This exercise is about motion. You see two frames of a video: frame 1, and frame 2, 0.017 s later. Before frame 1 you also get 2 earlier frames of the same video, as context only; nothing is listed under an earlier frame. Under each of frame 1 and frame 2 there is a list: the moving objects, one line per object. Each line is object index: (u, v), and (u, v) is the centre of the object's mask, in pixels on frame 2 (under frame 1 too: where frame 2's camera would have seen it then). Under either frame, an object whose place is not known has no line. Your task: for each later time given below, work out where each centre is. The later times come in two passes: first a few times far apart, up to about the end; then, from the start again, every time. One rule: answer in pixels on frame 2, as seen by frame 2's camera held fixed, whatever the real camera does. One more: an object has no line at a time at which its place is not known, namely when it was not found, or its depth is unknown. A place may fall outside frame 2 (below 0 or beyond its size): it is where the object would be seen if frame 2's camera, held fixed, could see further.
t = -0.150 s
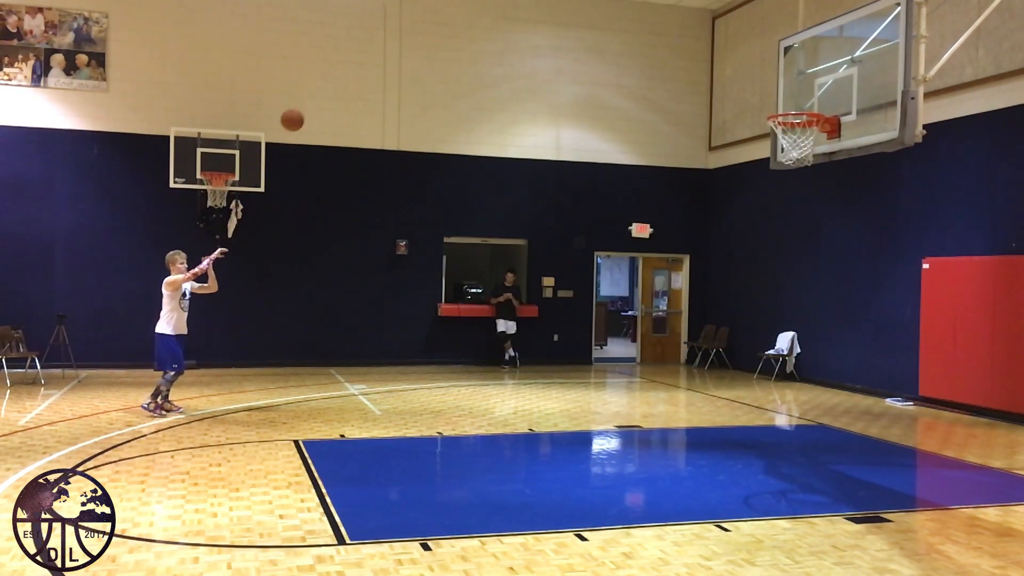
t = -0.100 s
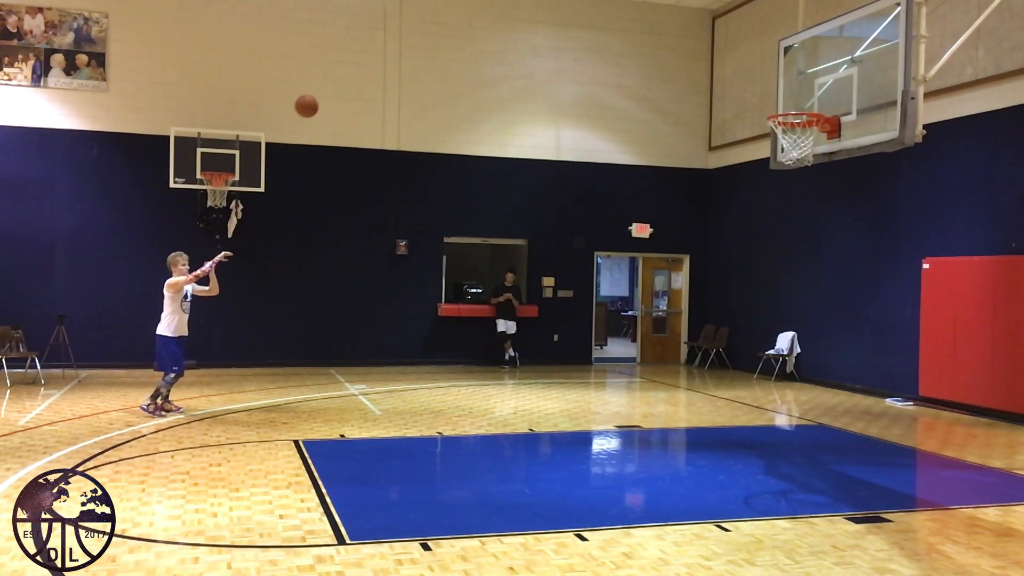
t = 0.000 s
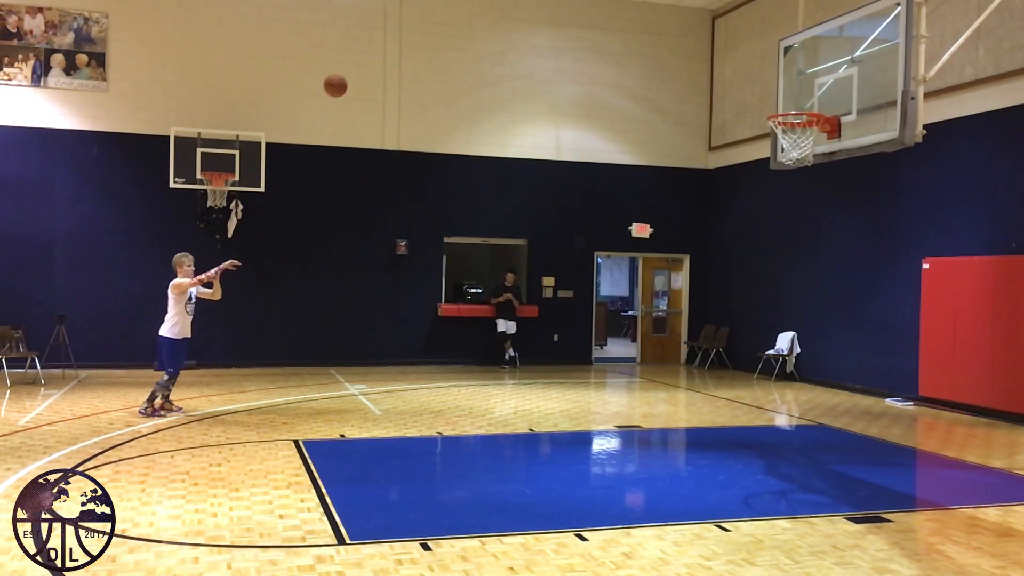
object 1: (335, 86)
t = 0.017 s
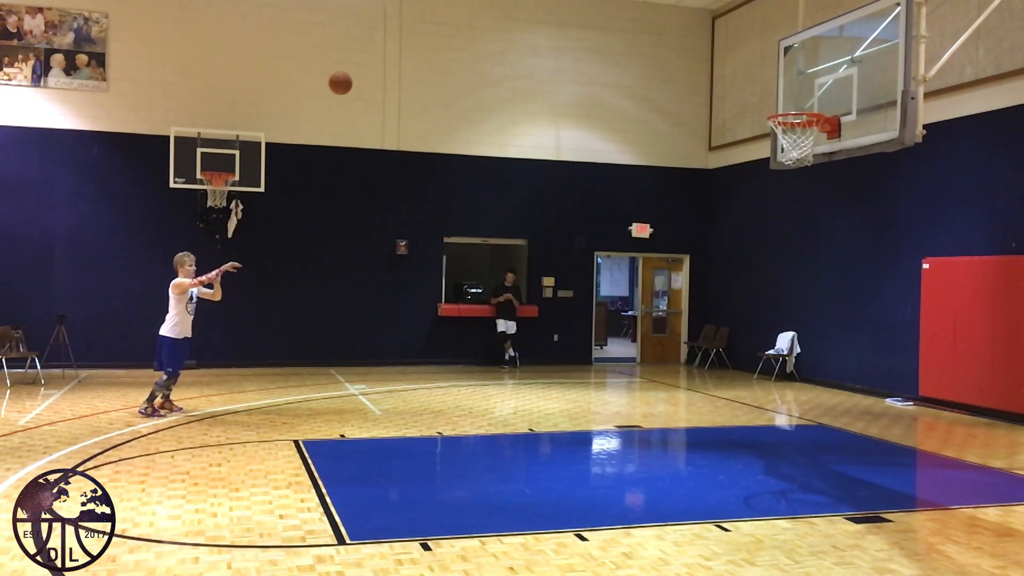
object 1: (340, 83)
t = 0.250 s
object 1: (408, 74)
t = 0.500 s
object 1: (484, 120)
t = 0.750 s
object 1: (562, 232)
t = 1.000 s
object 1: (643, 411)
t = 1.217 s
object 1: (673, 331)
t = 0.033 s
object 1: (345, 81)
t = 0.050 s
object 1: (350, 79)
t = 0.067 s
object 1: (355, 77)
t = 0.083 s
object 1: (359, 75)
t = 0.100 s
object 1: (364, 74)
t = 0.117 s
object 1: (369, 73)
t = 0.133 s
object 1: (374, 72)
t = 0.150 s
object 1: (379, 72)
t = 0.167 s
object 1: (384, 71)
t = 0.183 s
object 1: (389, 71)
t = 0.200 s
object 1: (394, 71)
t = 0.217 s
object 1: (399, 72)
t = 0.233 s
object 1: (404, 73)
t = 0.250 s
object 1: (408, 74)
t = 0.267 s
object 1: (414, 75)
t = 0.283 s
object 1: (419, 76)
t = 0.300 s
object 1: (424, 78)
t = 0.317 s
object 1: (428, 80)
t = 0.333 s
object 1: (433, 82)
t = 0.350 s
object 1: (439, 85)
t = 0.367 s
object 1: (444, 88)
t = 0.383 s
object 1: (449, 91)
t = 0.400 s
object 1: (454, 94)
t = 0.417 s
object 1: (459, 98)
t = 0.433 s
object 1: (464, 102)
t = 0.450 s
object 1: (469, 106)
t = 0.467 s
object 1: (474, 111)
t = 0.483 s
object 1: (479, 115)
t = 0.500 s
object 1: (484, 120)
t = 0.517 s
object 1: (489, 126)
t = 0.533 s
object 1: (494, 132)
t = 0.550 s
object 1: (500, 138)
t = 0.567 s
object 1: (505, 145)
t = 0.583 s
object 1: (510, 151)
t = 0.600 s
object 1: (515, 158)
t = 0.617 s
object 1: (521, 165)
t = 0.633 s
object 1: (525, 172)
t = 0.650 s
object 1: (530, 180)
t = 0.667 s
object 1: (536, 188)
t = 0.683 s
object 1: (541, 196)
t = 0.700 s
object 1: (546, 205)
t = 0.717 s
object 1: (551, 214)
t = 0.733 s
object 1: (557, 223)
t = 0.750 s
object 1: (562, 232)
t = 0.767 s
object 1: (567, 242)
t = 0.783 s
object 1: (573, 252)
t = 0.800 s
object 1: (578, 263)
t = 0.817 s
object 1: (583, 273)
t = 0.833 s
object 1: (588, 284)
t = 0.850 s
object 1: (593, 295)
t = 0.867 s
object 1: (599, 307)
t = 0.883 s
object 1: (604, 319)
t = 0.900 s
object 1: (610, 330)
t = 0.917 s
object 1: (616, 343)
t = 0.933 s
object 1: (621, 356)
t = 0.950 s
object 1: (626, 370)
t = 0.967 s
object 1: (631, 383)
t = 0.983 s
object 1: (637, 396)
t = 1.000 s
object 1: (643, 411)
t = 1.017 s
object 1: (648, 425)
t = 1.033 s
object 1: (653, 439)
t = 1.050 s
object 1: (655, 428)
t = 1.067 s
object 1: (657, 417)
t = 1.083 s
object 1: (659, 407)
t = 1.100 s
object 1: (661, 396)
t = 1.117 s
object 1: (663, 385)
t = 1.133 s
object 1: (665, 376)
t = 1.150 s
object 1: (666, 366)
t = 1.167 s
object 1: (668, 357)
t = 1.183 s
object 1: (670, 348)
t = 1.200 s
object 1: (671, 339)
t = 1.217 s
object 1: (673, 331)
